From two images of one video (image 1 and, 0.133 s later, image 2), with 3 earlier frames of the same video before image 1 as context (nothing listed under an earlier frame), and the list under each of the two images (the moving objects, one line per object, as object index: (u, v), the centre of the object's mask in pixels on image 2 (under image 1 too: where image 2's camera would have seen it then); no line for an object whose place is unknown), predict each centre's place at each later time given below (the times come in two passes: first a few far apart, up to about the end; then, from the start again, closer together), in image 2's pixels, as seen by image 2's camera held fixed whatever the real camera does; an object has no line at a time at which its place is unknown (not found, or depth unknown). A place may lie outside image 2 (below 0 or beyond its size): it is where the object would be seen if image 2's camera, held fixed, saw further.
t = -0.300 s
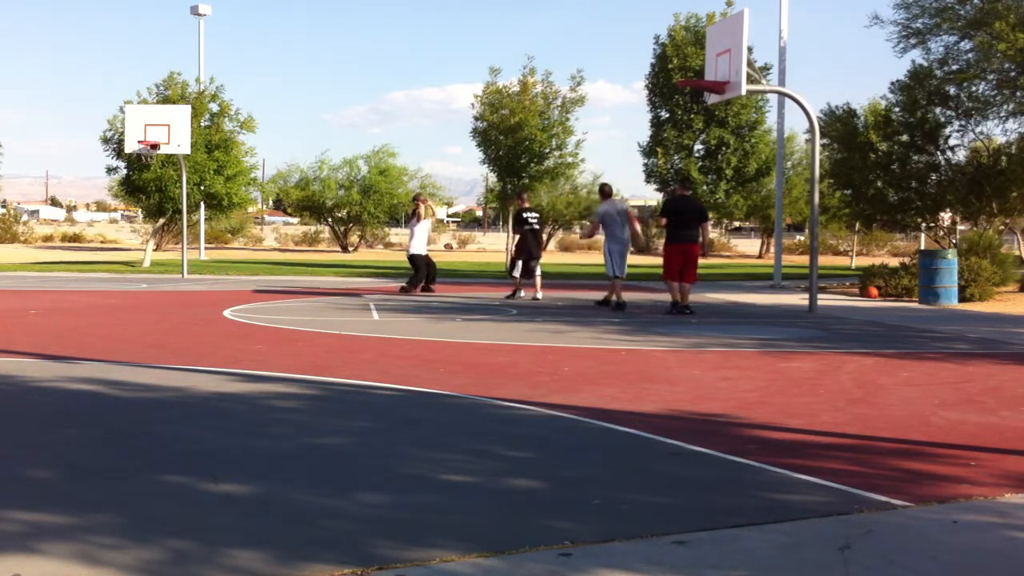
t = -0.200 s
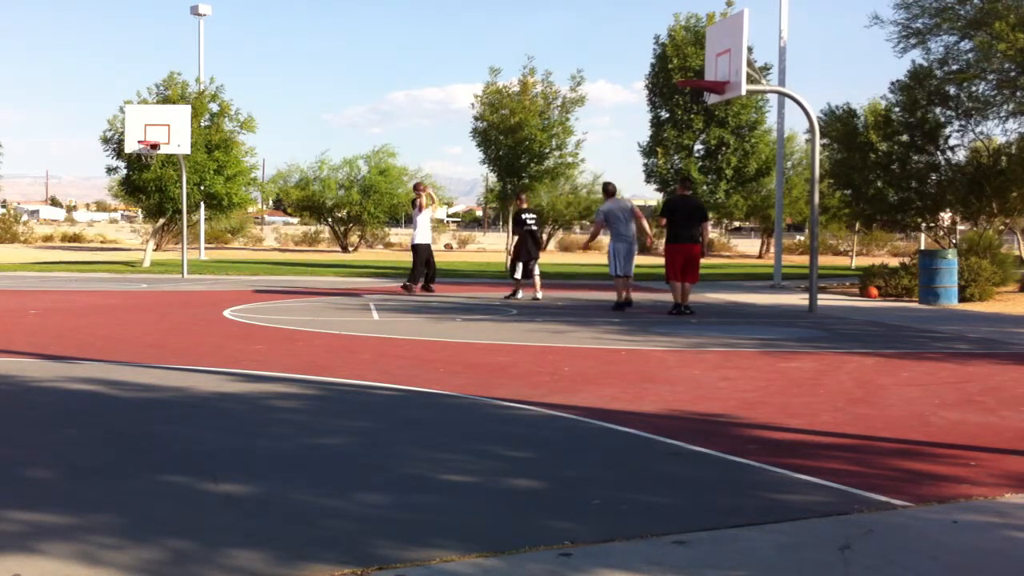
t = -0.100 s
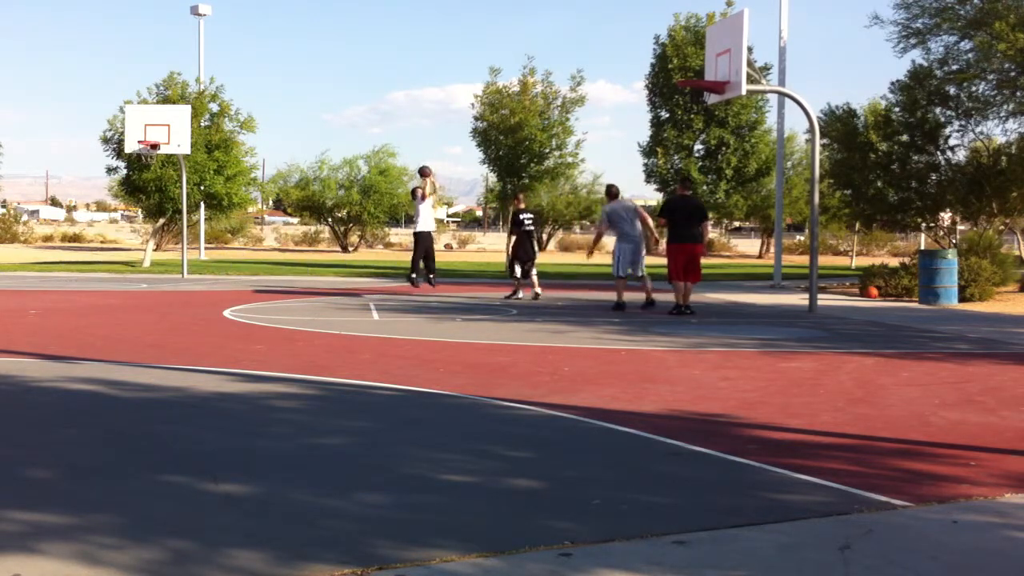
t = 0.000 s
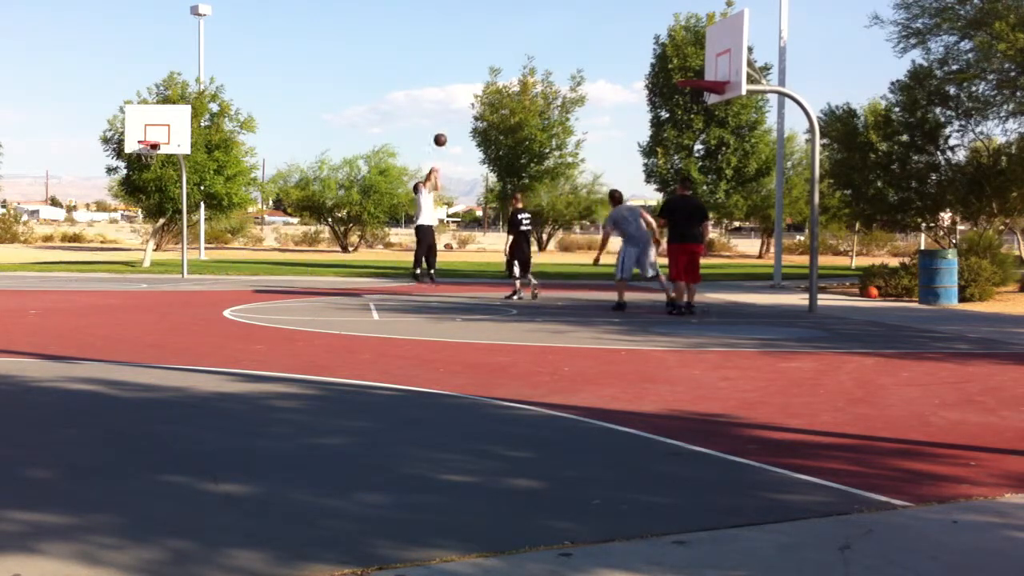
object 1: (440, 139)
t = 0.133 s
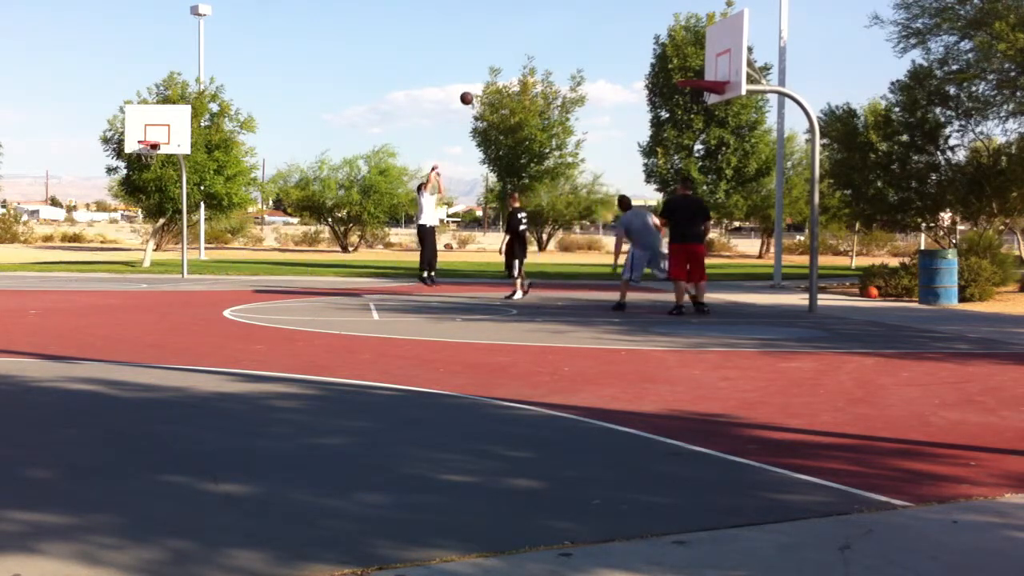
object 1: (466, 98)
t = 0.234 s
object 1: (486, 72)
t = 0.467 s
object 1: (538, 32)
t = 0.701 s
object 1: (593, 23)
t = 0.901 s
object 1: (645, 46)
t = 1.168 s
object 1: (673, 30)
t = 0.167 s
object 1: (473, 89)
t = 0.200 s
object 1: (480, 80)
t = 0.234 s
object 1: (486, 72)
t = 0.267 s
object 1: (494, 65)
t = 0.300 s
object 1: (501, 58)
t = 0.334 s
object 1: (508, 51)
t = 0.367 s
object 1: (515, 45)
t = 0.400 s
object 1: (522, 40)
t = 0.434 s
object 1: (530, 35)
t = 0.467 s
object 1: (538, 32)
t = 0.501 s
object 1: (546, 28)
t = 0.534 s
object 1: (553, 26)
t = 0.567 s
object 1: (561, 24)
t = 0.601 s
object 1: (569, 22)
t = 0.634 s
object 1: (577, 22)
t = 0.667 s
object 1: (585, 22)
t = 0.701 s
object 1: (593, 23)
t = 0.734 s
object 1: (602, 25)
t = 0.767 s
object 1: (610, 27)
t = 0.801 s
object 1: (619, 31)
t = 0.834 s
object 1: (628, 35)
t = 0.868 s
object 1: (637, 40)
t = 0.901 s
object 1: (645, 46)
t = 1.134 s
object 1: (676, 40)
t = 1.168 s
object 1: (673, 30)
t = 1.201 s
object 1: (673, 20)
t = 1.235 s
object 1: (671, 11)
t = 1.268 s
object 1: (669, 5)
